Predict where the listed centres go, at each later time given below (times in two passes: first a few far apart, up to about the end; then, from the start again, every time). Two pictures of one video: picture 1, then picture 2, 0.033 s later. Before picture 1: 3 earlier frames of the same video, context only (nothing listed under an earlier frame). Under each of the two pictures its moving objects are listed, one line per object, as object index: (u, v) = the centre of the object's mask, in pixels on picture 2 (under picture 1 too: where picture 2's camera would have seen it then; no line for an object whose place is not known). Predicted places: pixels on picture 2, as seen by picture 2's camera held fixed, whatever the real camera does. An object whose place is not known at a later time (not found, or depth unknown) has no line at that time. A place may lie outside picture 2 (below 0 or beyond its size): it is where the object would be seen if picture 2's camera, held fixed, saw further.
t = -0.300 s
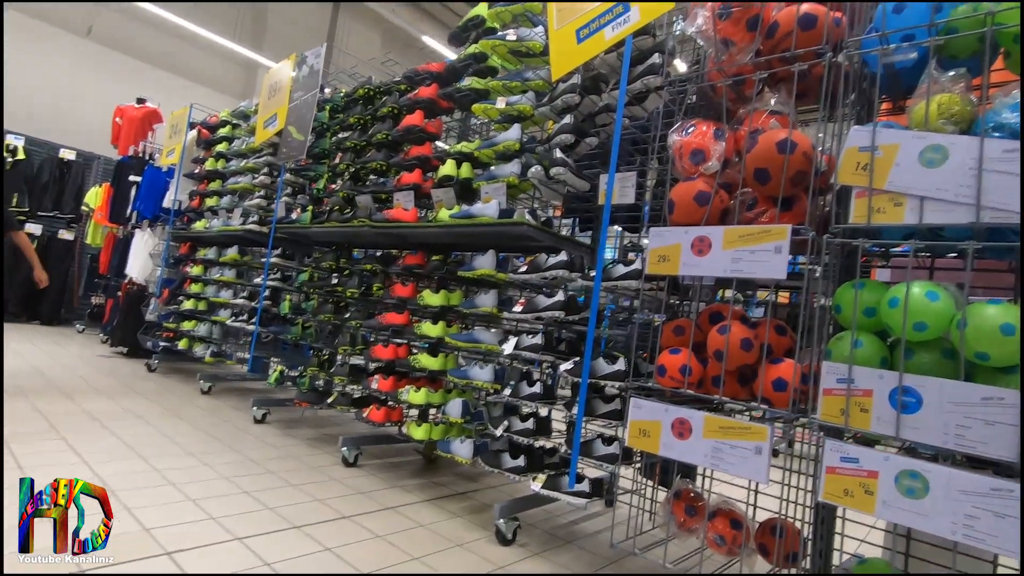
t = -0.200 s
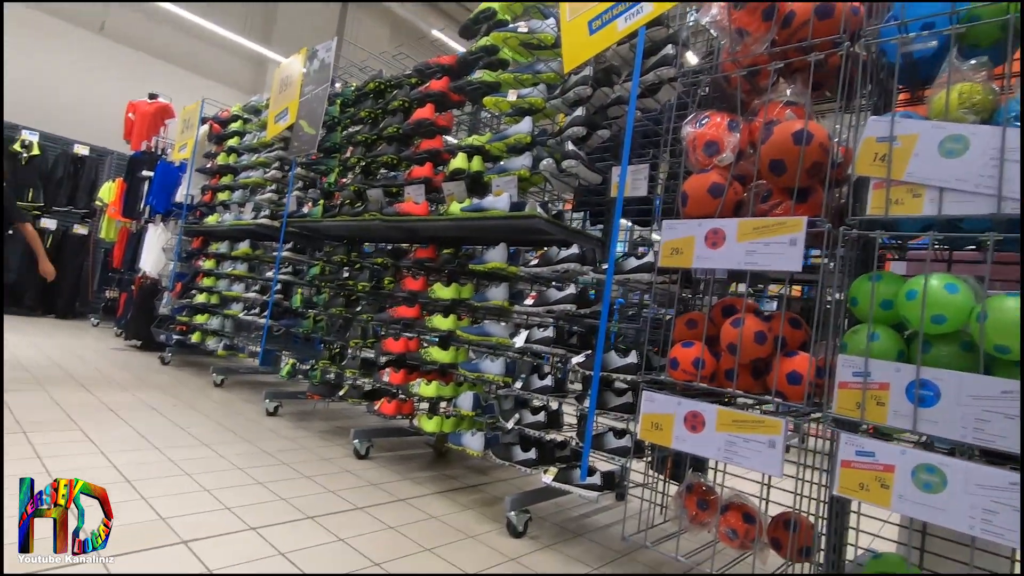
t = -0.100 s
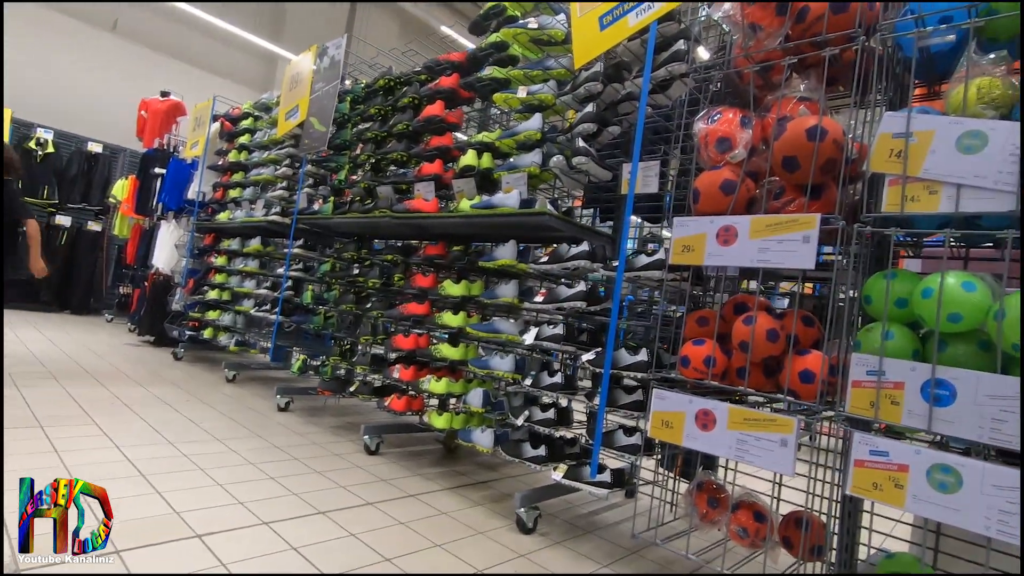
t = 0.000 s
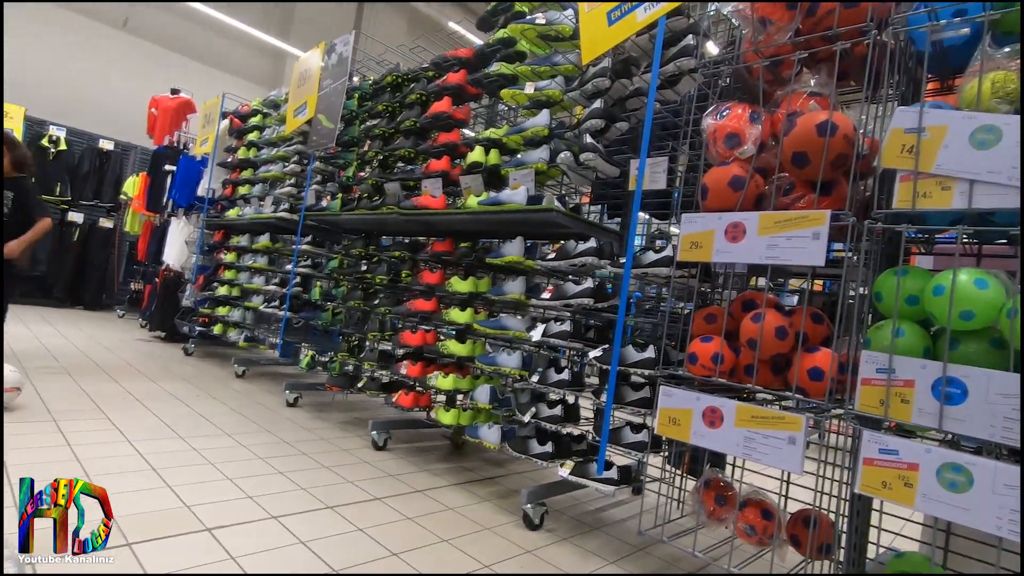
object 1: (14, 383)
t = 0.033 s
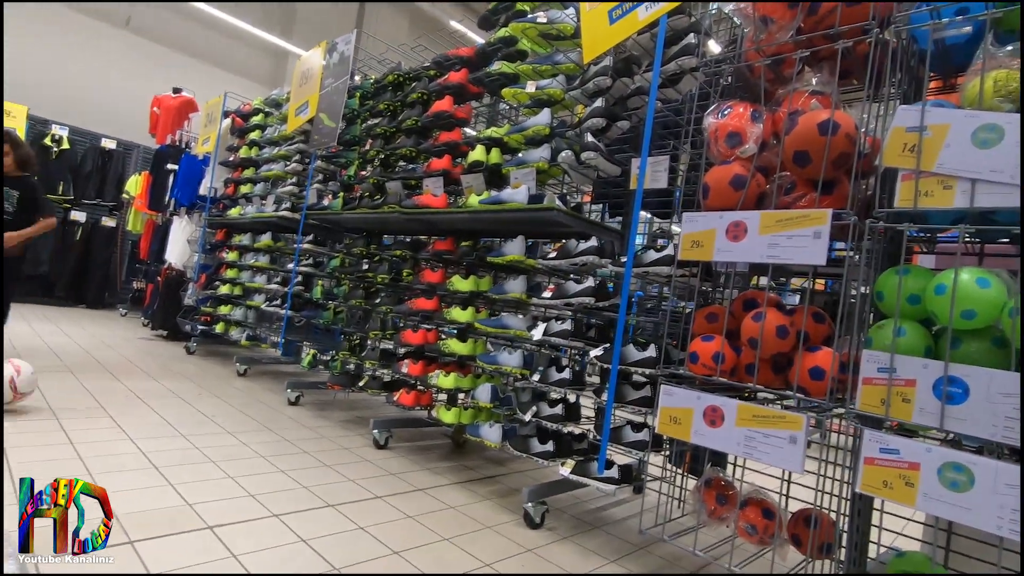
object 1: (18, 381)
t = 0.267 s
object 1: (77, 412)
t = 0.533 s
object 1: (165, 447)
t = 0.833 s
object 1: (290, 504)
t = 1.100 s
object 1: (446, 578)
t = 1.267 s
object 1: (575, 611)
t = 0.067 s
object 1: (22, 382)
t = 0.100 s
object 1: (27, 385)
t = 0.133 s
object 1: (37, 389)
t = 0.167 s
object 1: (48, 397)
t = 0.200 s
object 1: (57, 406)
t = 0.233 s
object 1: (68, 414)
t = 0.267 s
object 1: (77, 412)
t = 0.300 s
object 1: (88, 413)
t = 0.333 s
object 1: (99, 416)
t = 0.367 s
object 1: (110, 423)
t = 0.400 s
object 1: (120, 433)
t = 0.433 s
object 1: (131, 440)
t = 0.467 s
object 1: (142, 438)
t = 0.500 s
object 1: (154, 441)
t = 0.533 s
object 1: (165, 447)
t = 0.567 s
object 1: (177, 456)
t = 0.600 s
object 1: (189, 467)
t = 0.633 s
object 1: (203, 467)
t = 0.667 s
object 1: (218, 470)
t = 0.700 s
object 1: (231, 478)
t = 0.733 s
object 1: (243, 487)
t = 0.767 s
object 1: (258, 495)
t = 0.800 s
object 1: (274, 498)
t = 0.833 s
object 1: (290, 504)
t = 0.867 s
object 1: (307, 515)
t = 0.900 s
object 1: (324, 524)
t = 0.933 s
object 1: (343, 529)
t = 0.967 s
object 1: (362, 537)
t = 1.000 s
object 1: (380, 549)
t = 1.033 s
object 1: (400, 556)
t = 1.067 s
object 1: (421, 564)
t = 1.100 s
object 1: (446, 578)
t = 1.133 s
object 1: (468, 585)
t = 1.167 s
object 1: (494, 592)
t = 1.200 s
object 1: (518, 599)
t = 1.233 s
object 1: (545, 603)
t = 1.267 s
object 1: (575, 611)
